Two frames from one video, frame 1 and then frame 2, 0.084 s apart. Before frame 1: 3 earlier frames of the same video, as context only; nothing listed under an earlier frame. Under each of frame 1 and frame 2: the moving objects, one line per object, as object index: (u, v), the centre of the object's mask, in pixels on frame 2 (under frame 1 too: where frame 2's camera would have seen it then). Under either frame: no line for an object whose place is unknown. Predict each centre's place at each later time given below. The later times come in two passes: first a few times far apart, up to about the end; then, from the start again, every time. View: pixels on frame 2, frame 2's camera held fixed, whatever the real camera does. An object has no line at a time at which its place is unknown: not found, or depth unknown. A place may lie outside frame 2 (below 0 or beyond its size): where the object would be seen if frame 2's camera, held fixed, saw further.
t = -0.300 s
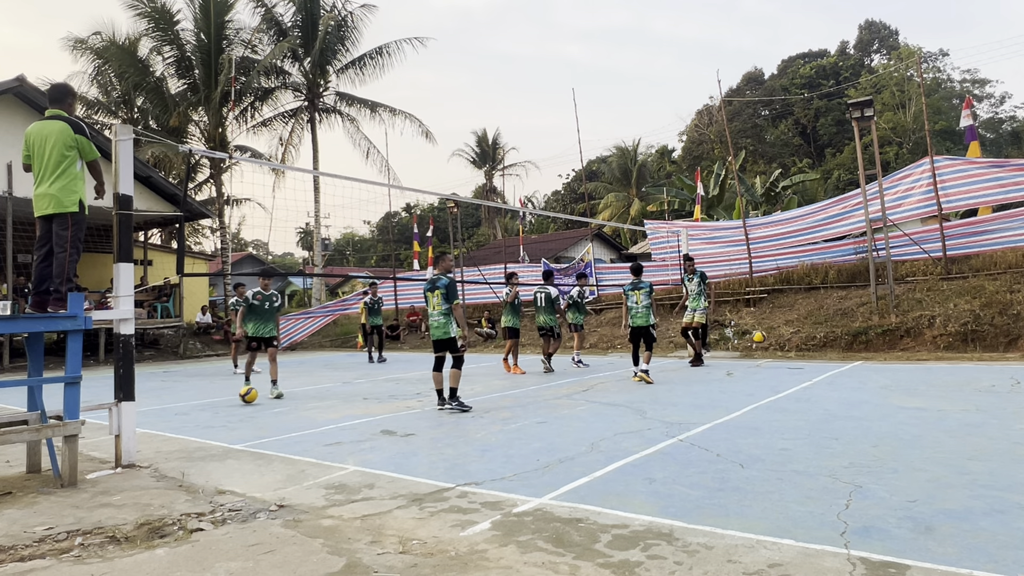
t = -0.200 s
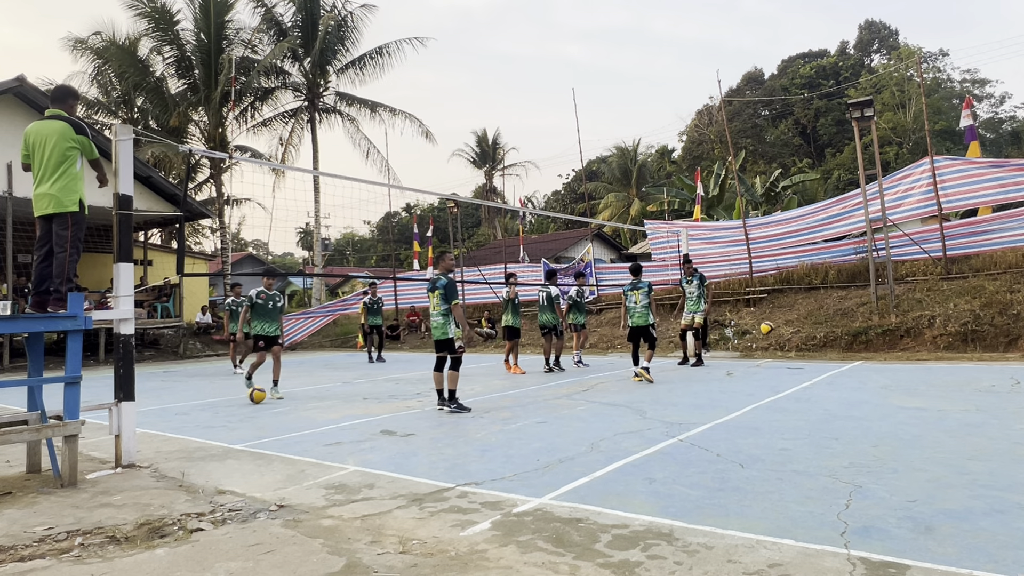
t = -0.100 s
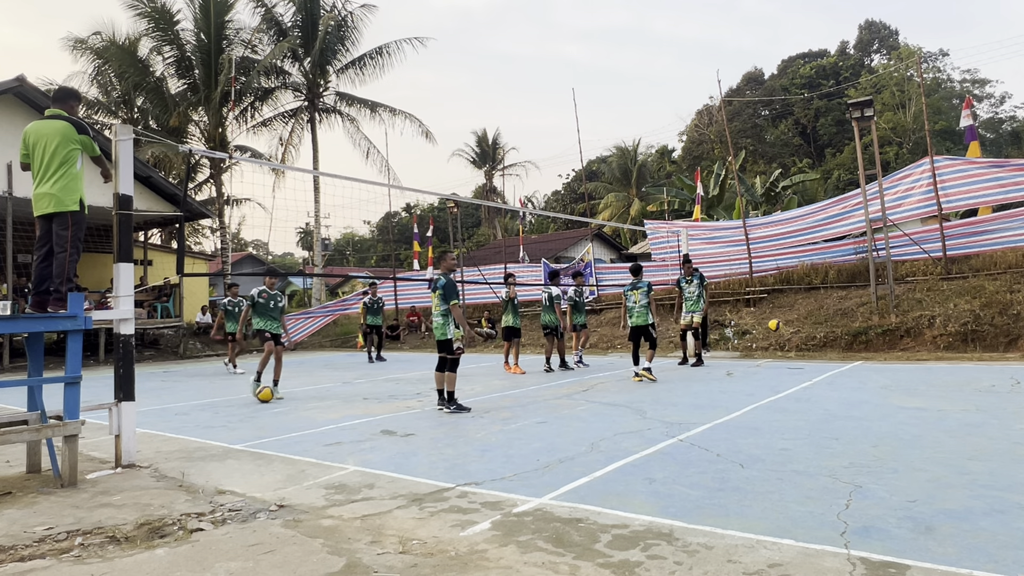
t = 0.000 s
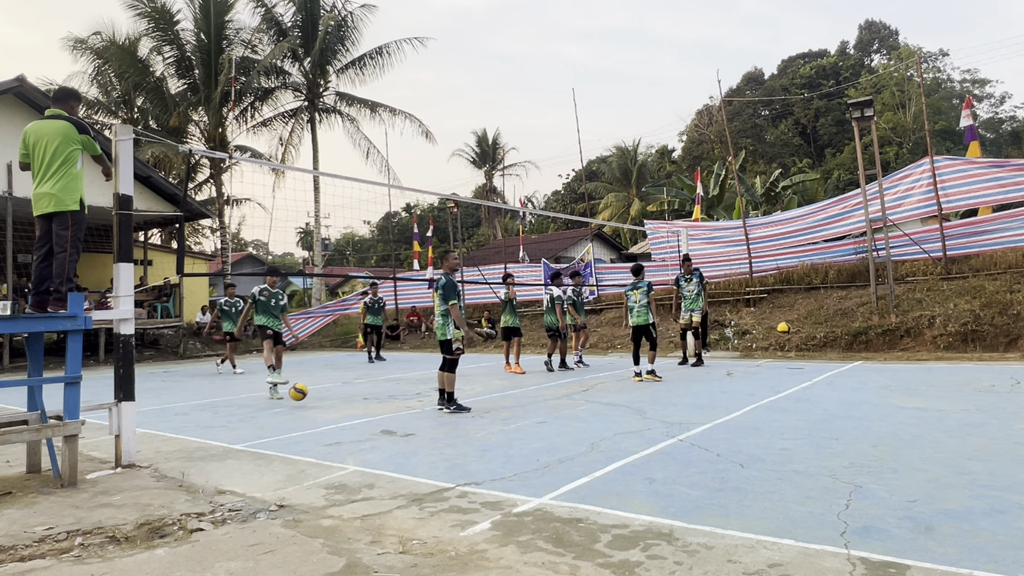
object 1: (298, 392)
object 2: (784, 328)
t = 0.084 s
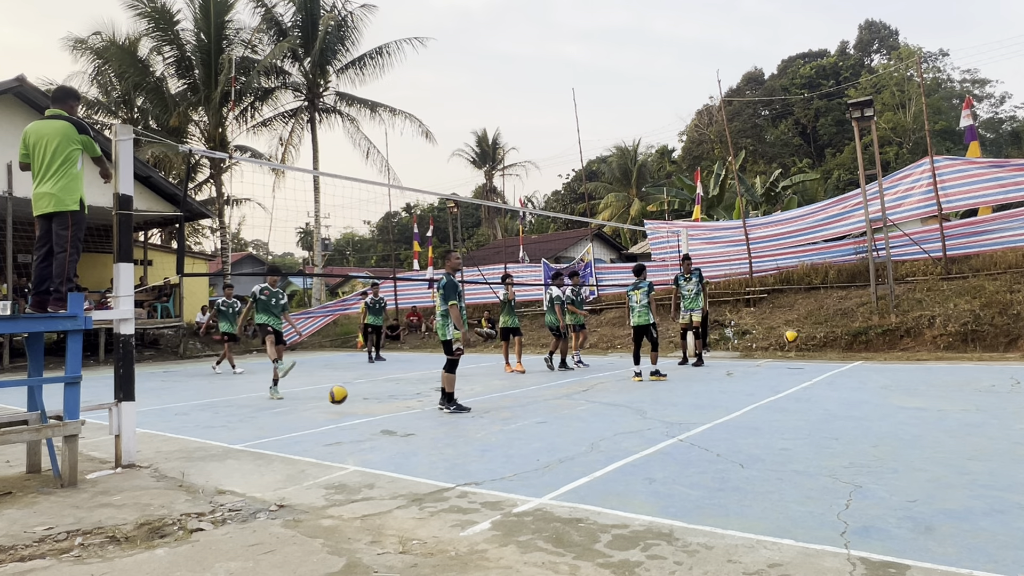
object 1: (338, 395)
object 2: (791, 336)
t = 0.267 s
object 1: (439, 413)
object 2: (808, 359)
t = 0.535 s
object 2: (830, 334)
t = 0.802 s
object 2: (855, 355)
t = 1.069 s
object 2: (877, 340)
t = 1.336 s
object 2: (900, 355)
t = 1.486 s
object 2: (913, 353)
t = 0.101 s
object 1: (346, 396)
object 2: (792, 339)
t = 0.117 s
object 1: (355, 397)
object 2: (794, 340)
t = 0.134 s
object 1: (364, 400)
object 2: (795, 342)
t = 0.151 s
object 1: (373, 402)
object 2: (797, 345)
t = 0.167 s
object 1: (382, 405)
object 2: (799, 348)
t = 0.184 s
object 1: (392, 408)
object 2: (800, 351)
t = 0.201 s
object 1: (402, 411)
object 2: (802, 354)
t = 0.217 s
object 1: (412, 414)
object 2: (803, 358)
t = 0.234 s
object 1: (421, 414)
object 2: (805, 361)
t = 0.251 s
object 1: (430, 414)
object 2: (807, 362)
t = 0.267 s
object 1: (439, 413)
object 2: (808, 359)
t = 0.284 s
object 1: (449, 413)
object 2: (809, 356)
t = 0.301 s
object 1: (458, 413)
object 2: (811, 353)
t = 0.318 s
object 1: (467, 414)
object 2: (812, 351)
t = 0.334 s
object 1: (478, 415)
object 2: (814, 348)
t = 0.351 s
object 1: (488, 416)
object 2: (815, 346)
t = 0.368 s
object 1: (499, 418)
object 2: (816, 344)
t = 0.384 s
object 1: (510, 420)
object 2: (817, 342)
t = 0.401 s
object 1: (521, 422)
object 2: (819, 341)
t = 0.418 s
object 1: (533, 425)
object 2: (820, 339)
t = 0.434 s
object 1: (545, 428)
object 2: (821, 338)
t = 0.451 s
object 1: (557, 432)
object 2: (823, 337)
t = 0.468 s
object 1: (570, 436)
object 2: (824, 336)
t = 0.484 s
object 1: (579, 435)
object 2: (826, 335)
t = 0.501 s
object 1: (589, 433)
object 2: (827, 335)
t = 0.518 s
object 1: (600, 433)
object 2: (828, 334)
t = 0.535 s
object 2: (830, 334)
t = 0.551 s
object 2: (831, 334)
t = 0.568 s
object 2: (832, 334)
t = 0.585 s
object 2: (835, 334)
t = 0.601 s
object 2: (836, 335)
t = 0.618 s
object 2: (837, 335)
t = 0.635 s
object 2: (839, 336)
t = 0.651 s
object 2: (840, 337)
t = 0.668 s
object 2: (842, 338)
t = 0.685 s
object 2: (844, 339)
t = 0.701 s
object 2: (845, 341)
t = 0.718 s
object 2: (847, 343)
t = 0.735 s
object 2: (848, 345)
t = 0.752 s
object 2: (850, 347)
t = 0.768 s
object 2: (851, 349)
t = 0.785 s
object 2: (853, 352)
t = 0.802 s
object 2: (855, 355)
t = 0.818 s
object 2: (856, 358)
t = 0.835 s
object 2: (858, 361)
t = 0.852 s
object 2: (860, 364)
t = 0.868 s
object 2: (861, 361)
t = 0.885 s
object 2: (862, 359)
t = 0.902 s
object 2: (863, 356)
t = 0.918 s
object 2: (865, 354)
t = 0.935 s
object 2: (866, 351)
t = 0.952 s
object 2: (867, 349)
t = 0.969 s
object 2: (868, 347)
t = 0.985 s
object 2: (870, 346)
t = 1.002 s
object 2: (872, 344)
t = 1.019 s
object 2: (872, 343)
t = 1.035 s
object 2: (874, 341)
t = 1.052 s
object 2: (875, 341)
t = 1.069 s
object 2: (877, 340)
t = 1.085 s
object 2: (879, 340)
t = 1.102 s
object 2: (880, 340)
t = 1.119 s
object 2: (881, 340)
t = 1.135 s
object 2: (882, 340)
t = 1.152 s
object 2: (883, 340)
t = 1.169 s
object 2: (885, 340)
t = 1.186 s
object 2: (886, 341)
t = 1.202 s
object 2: (888, 342)
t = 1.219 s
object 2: (889, 343)
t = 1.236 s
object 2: (891, 344)
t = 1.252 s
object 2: (893, 345)
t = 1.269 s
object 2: (894, 347)
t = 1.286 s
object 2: (896, 349)
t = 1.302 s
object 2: (897, 351)
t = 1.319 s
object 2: (899, 353)
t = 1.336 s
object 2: (900, 355)
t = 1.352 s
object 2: (902, 358)
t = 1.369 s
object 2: (903, 361)
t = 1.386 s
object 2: (905, 364)
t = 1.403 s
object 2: (906, 364)
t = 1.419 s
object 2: (908, 361)
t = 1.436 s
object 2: (909, 359)
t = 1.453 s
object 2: (910, 357)
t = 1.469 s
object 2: (912, 354)
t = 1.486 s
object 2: (913, 353)
